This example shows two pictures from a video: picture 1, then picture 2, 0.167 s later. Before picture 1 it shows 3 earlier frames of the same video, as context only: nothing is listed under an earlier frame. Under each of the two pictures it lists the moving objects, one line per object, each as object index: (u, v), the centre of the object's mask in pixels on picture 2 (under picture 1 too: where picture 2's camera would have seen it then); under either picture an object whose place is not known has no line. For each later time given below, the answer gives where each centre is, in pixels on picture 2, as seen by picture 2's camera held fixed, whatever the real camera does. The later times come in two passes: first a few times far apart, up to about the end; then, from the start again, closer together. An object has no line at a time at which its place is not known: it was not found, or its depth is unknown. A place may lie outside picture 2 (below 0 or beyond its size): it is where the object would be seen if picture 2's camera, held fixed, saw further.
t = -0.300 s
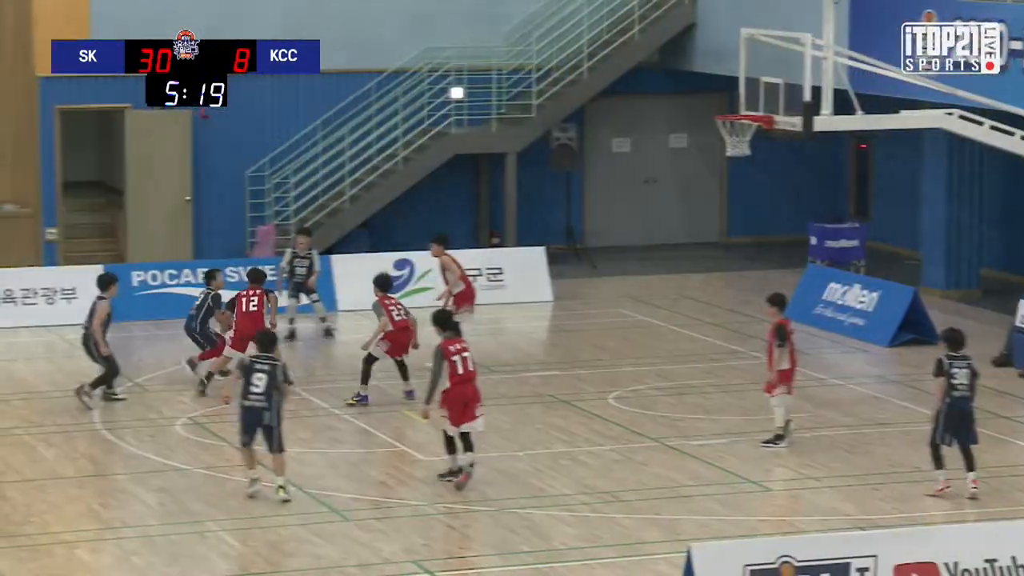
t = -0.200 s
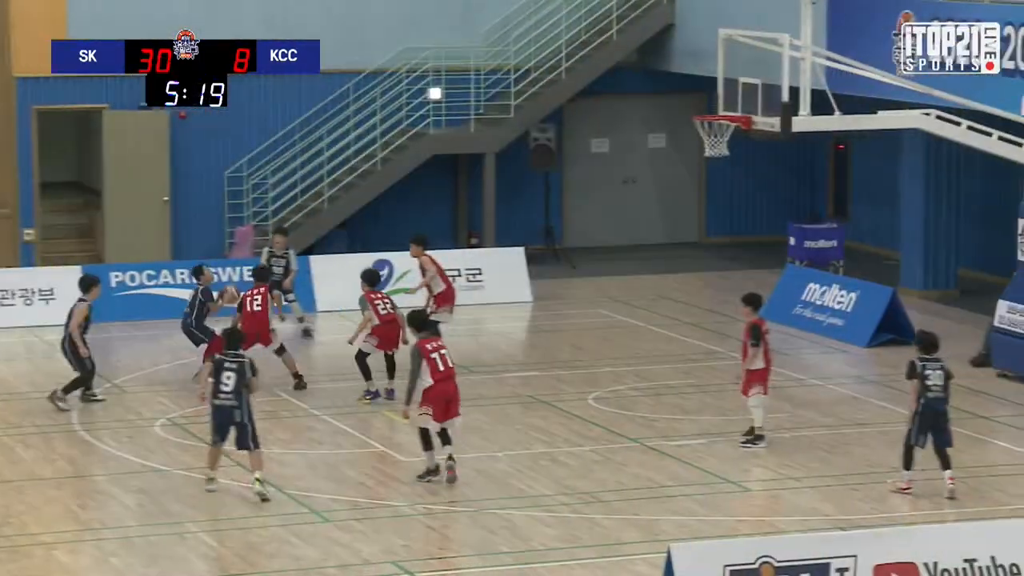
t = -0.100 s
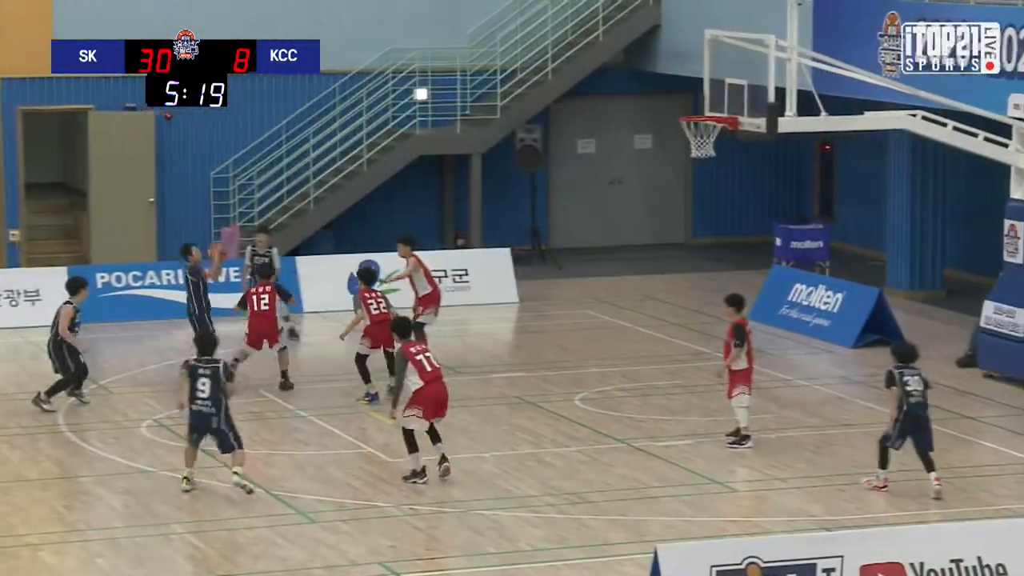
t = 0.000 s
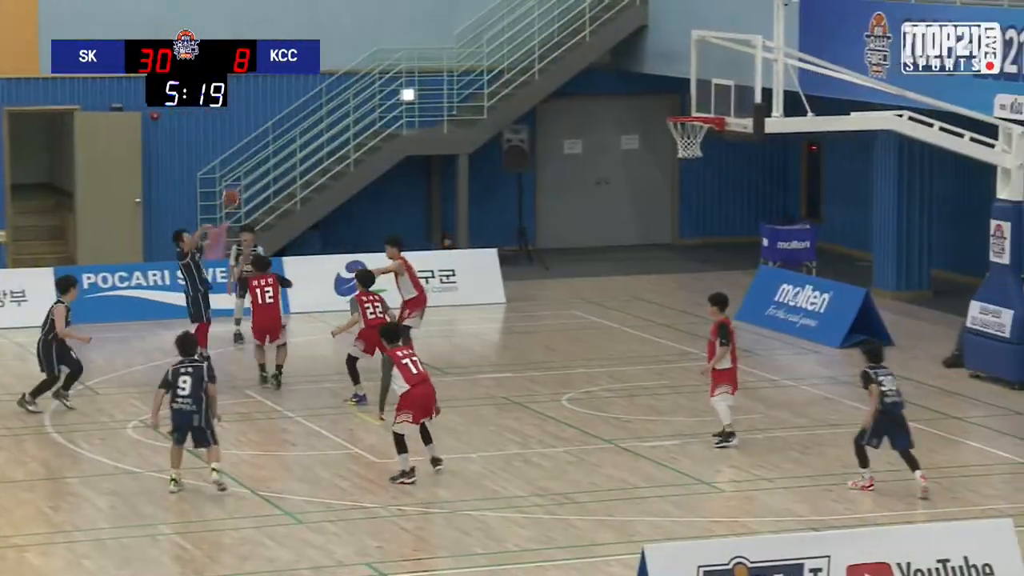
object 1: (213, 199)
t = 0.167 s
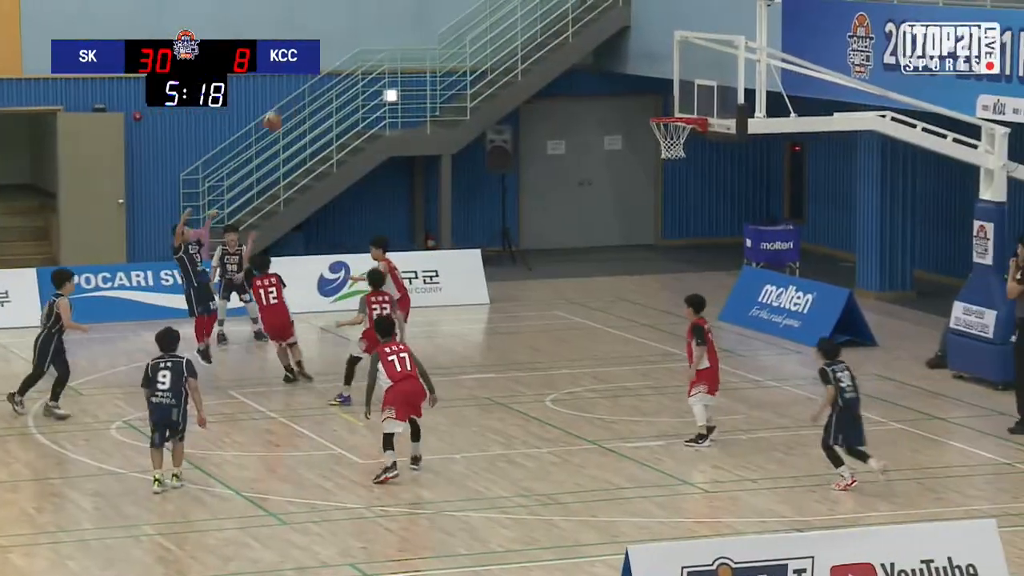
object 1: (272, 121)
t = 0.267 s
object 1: (307, 86)
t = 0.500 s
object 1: (389, 37)
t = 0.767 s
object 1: (483, 38)
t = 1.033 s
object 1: (580, 102)
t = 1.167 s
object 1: (628, 158)
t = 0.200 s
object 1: (284, 109)
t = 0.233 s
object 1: (296, 98)
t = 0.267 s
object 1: (307, 86)
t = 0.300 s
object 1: (317, 79)
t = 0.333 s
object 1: (331, 67)
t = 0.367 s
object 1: (342, 59)
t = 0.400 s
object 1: (353, 53)
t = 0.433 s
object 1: (365, 47)
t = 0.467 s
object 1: (378, 41)
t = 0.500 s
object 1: (389, 37)
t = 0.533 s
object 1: (402, 34)
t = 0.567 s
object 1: (414, 31)
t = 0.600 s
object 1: (425, 30)
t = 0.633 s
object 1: (436, 30)
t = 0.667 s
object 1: (447, 30)
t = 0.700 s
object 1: (459, 32)
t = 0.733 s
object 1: (471, 35)
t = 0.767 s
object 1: (483, 38)
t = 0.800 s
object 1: (496, 44)
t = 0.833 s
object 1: (508, 50)
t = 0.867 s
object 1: (520, 55)
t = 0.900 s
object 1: (532, 61)
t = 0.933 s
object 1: (544, 71)
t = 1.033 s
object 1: (580, 102)
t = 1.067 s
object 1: (592, 115)
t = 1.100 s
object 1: (604, 128)
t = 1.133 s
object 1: (615, 142)
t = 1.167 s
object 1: (628, 158)
